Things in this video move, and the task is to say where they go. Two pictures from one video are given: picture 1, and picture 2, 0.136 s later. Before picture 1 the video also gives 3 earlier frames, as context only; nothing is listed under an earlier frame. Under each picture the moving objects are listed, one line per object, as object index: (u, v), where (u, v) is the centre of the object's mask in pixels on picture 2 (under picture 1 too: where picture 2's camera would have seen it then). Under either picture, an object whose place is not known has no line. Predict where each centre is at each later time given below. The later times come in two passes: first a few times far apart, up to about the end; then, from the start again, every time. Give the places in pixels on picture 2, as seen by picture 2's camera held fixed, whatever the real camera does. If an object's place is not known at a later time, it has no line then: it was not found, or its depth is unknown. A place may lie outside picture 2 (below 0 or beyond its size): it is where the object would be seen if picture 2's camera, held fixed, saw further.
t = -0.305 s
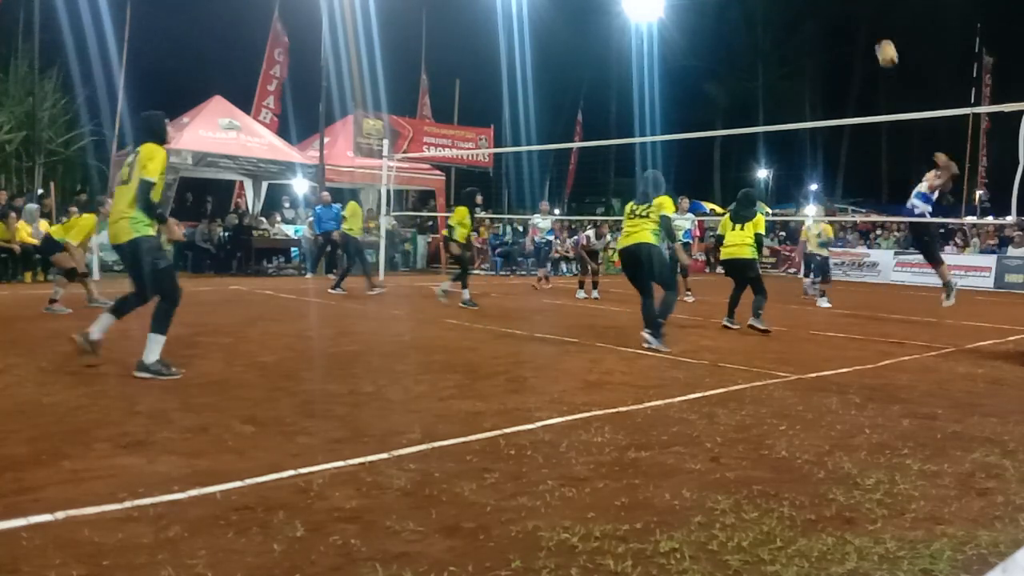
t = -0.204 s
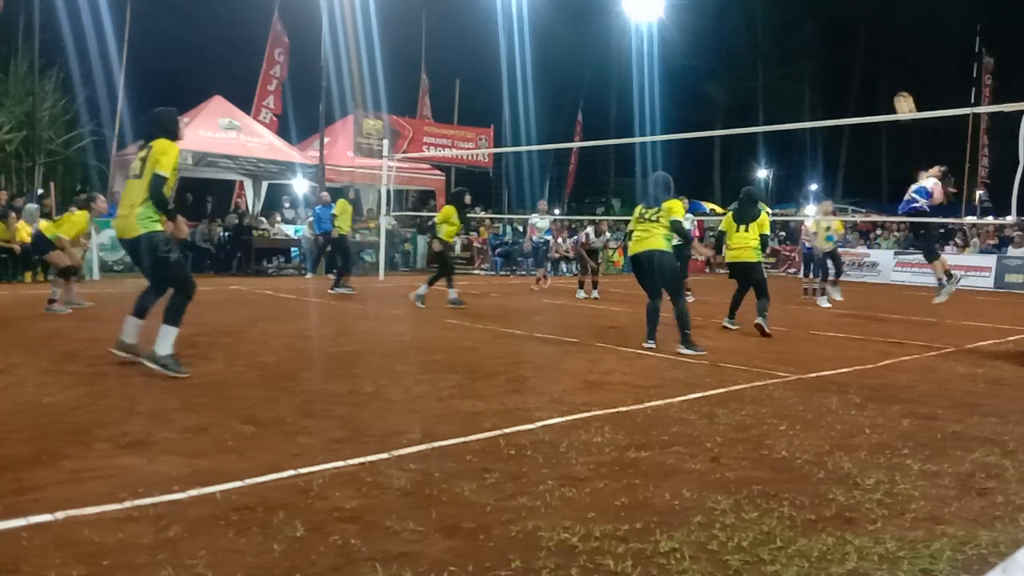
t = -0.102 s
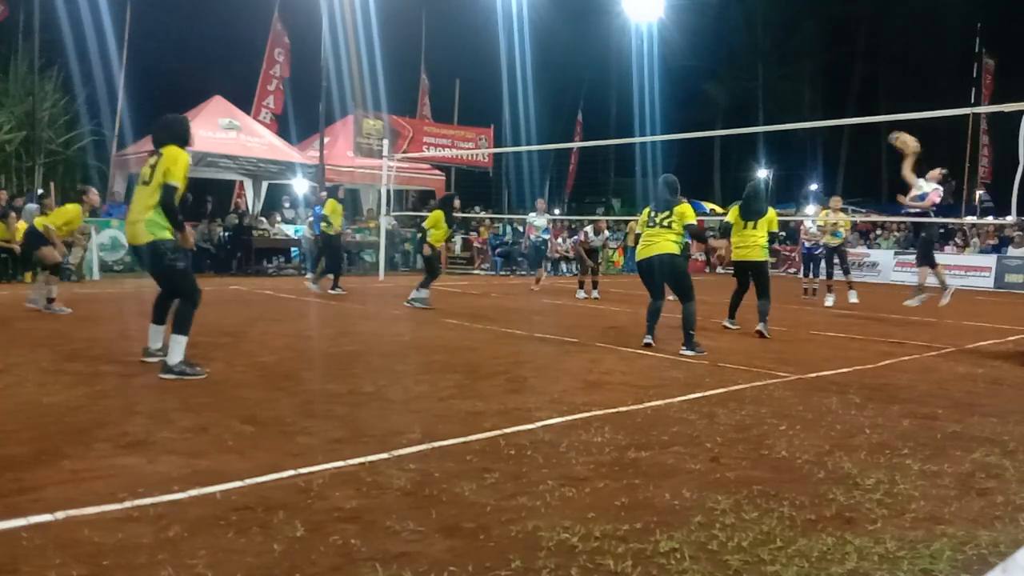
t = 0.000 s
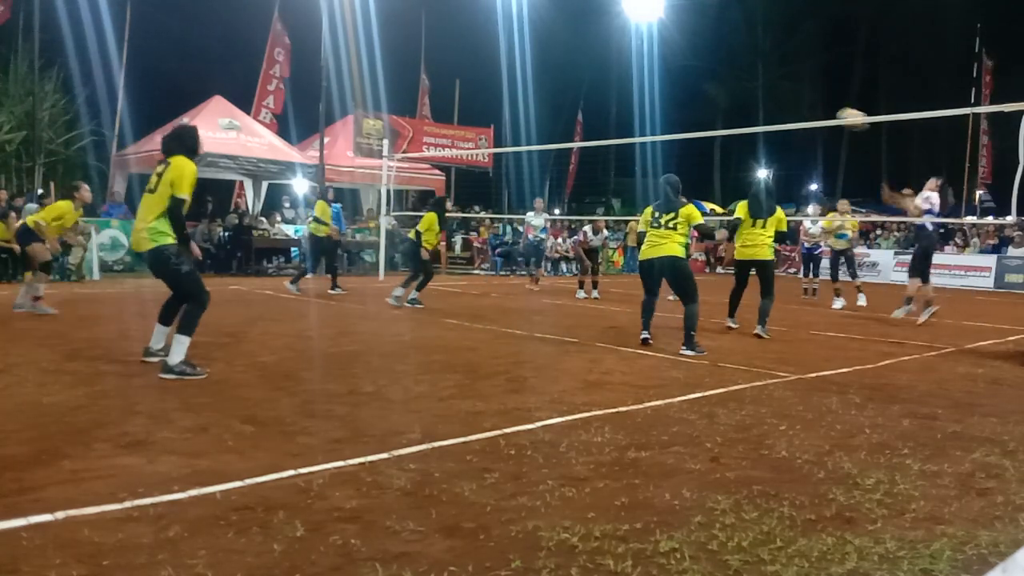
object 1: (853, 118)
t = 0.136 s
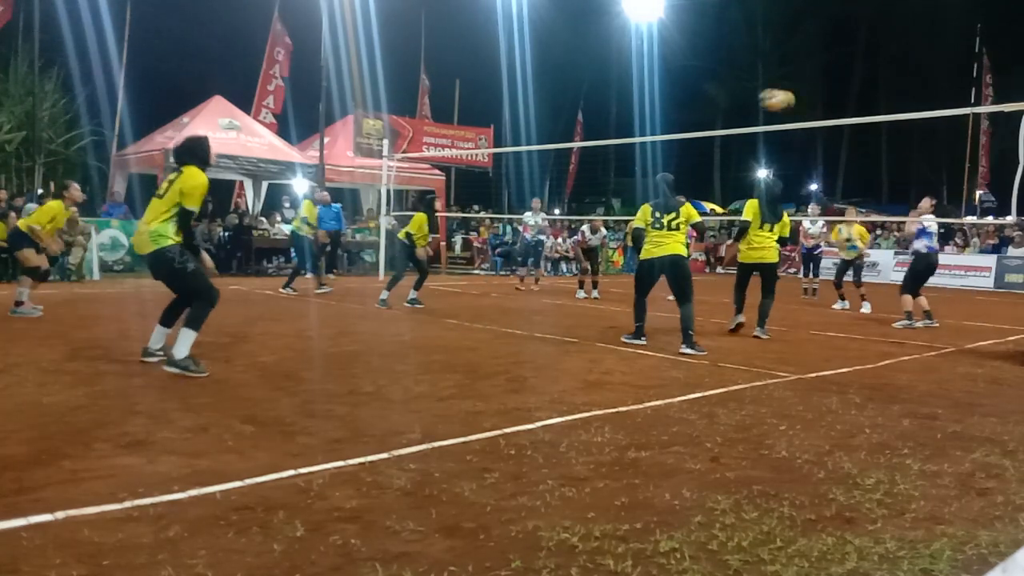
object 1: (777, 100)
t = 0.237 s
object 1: (710, 97)
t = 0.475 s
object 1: (505, 147)
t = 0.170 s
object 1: (756, 97)
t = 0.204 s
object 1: (732, 96)
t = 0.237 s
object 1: (710, 97)
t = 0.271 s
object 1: (685, 99)
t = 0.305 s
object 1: (658, 101)
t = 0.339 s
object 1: (630, 106)
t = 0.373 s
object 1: (600, 114)
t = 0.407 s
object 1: (571, 123)
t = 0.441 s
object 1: (541, 132)
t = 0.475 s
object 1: (505, 147)
